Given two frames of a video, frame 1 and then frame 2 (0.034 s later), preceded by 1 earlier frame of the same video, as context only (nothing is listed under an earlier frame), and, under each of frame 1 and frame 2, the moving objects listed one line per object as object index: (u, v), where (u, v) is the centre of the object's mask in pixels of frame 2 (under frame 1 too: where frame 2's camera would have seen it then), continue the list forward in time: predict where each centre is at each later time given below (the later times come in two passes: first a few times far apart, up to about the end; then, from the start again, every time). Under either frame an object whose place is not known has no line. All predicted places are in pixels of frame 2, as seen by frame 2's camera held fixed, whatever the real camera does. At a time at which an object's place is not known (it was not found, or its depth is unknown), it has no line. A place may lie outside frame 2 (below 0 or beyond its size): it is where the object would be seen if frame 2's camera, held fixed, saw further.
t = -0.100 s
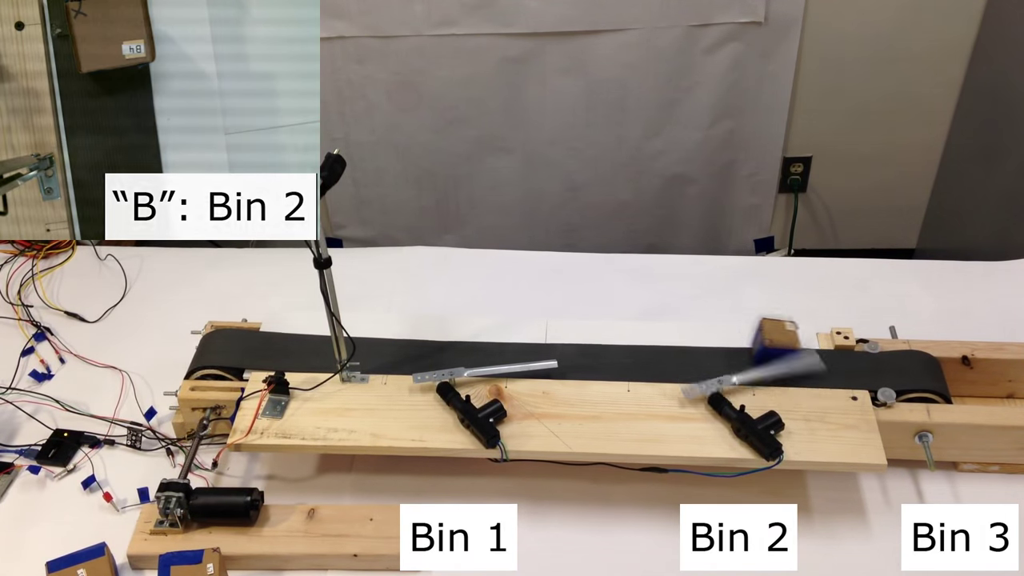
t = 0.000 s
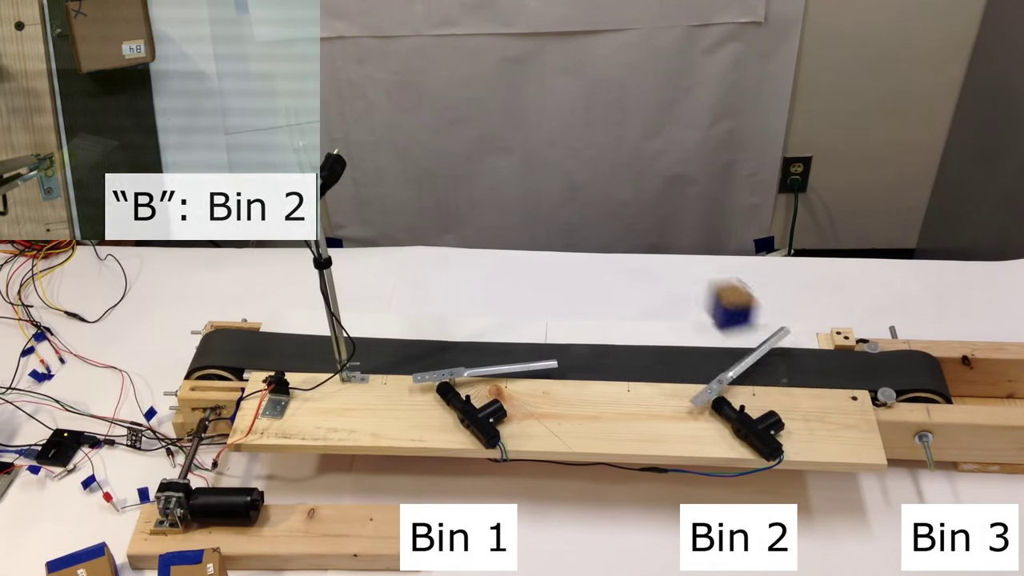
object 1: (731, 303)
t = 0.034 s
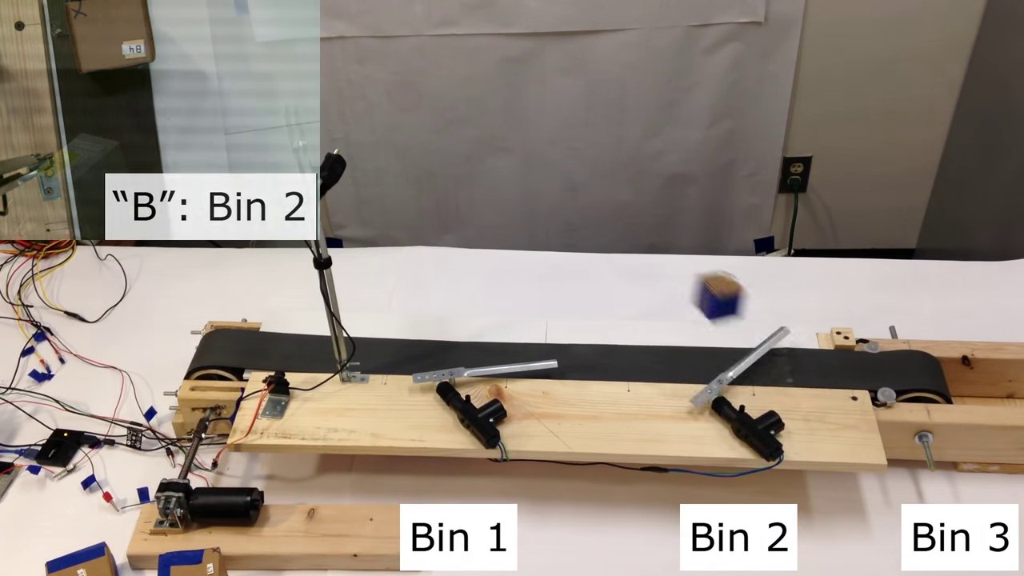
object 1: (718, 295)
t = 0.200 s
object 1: (675, 285)
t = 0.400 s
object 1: (684, 277)
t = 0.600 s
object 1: (685, 275)
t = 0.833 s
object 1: (685, 275)
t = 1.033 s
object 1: (685, 275)
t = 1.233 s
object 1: (685, 275)
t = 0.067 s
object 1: (706, 291)
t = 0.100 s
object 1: (694, 290)
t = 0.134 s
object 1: (682, 294)
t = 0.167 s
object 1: (674, 294)
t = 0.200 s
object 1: (675, 285)
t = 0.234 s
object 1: (675, 282)
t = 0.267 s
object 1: (675, 282)
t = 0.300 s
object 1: (677, 282)
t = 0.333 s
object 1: (680, 281)
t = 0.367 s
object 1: (683, 280)
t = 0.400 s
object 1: (684, 277)
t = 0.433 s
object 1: (685, 274)
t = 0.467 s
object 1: (685, 273)
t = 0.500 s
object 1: (684, 273)
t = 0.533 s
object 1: (686, 274)
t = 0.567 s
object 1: (686, 275)
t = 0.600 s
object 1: (685, 275)
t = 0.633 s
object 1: (685, 274)
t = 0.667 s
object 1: (685, 275)
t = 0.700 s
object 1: (685, 275)
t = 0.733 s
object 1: (685, 275)
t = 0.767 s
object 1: (685, 275)
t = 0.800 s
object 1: (685, 275)
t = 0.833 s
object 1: (685, 275)
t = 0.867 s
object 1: (685, 275)
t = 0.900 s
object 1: (685, 275)
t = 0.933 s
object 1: (685, 275)
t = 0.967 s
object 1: (685, 275)
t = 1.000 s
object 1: (685, 275)
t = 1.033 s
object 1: (685, 275)
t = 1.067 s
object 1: (685, 275)
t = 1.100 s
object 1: (685, 275)
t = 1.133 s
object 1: (685, 275)
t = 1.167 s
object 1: (685, 275)
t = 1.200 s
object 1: (685, 275)
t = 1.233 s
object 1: (685, 275)
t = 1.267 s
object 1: (685, 275)
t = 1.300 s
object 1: (685, 275)
